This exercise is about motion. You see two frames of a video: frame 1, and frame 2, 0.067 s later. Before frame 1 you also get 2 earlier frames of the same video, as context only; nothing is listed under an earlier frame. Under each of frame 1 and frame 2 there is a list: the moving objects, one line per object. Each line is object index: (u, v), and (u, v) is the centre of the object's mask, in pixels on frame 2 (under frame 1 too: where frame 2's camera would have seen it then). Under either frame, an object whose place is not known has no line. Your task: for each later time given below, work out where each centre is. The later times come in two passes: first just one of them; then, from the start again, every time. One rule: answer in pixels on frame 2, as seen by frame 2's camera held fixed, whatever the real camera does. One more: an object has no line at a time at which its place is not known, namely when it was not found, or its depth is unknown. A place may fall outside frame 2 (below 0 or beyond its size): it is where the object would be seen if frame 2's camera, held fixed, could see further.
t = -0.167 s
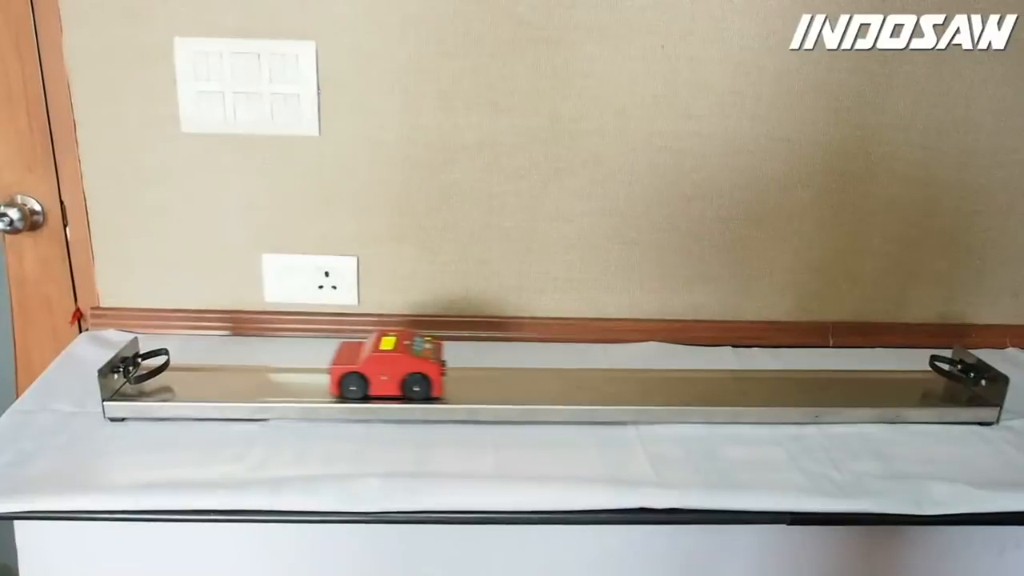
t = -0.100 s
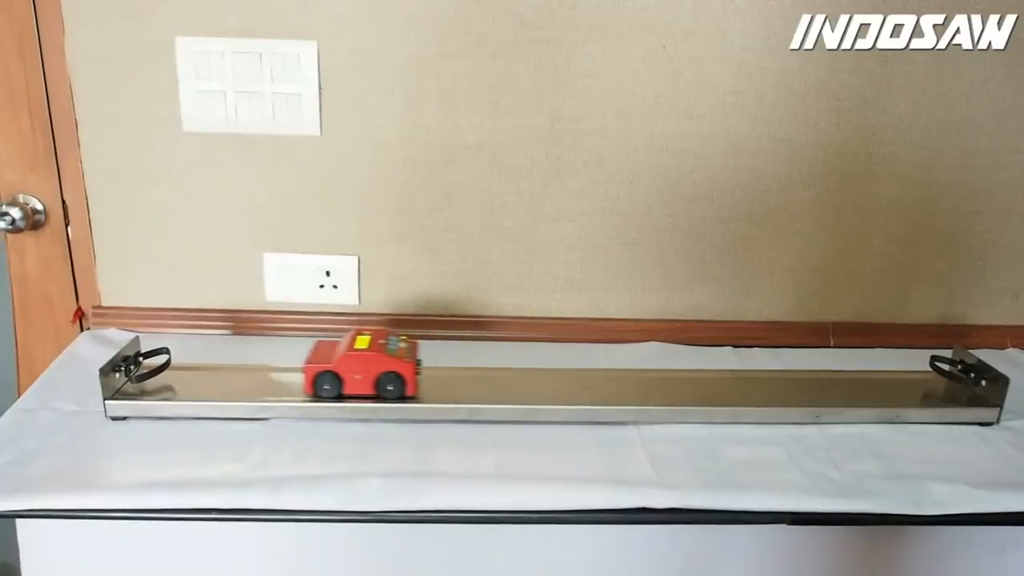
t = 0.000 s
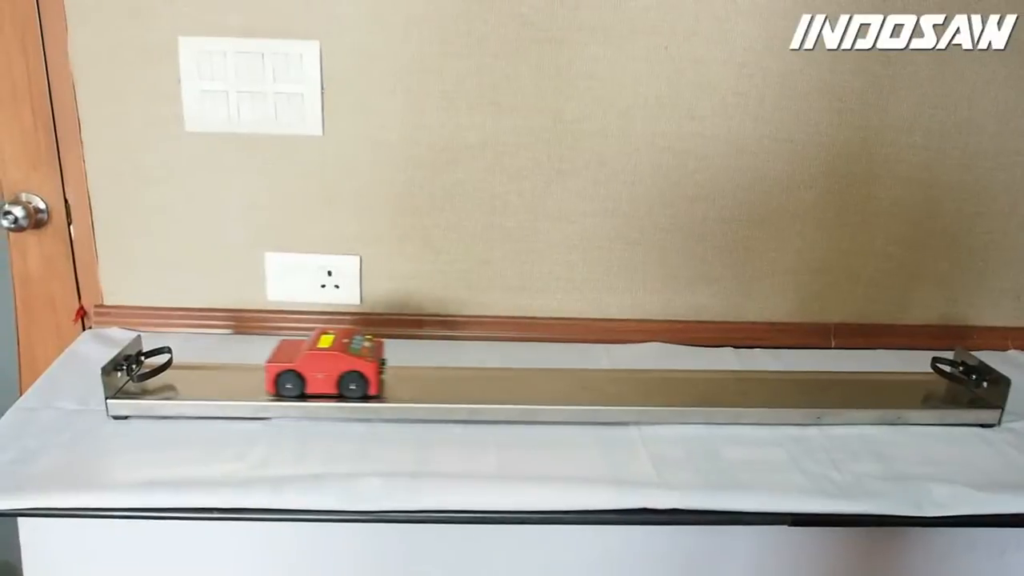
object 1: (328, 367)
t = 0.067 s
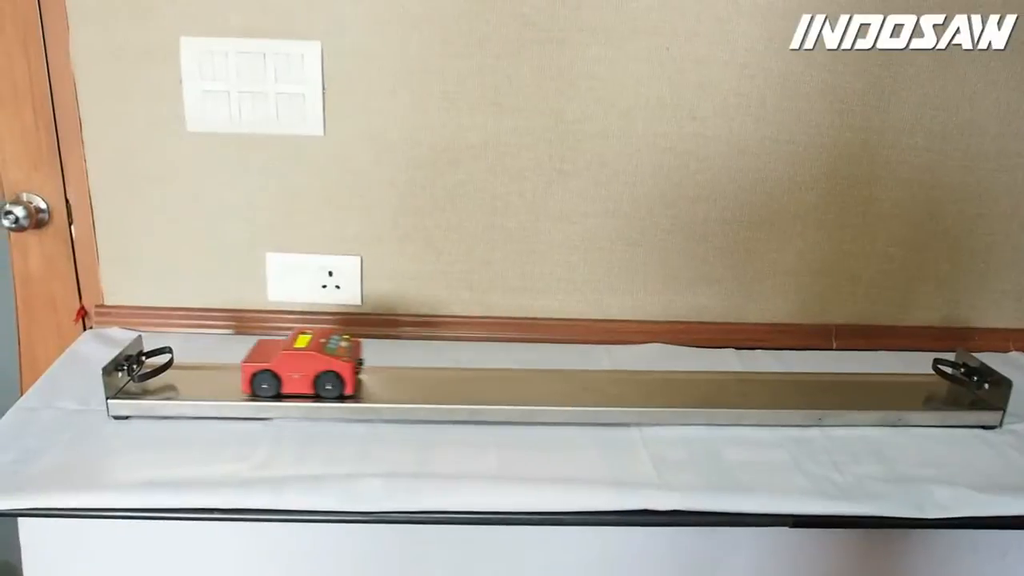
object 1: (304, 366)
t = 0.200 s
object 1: (259, 366)
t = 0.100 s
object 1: (292, 366)
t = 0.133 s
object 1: (281, 366)
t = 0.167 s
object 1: (270, 366)
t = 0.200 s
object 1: (259, 366)
